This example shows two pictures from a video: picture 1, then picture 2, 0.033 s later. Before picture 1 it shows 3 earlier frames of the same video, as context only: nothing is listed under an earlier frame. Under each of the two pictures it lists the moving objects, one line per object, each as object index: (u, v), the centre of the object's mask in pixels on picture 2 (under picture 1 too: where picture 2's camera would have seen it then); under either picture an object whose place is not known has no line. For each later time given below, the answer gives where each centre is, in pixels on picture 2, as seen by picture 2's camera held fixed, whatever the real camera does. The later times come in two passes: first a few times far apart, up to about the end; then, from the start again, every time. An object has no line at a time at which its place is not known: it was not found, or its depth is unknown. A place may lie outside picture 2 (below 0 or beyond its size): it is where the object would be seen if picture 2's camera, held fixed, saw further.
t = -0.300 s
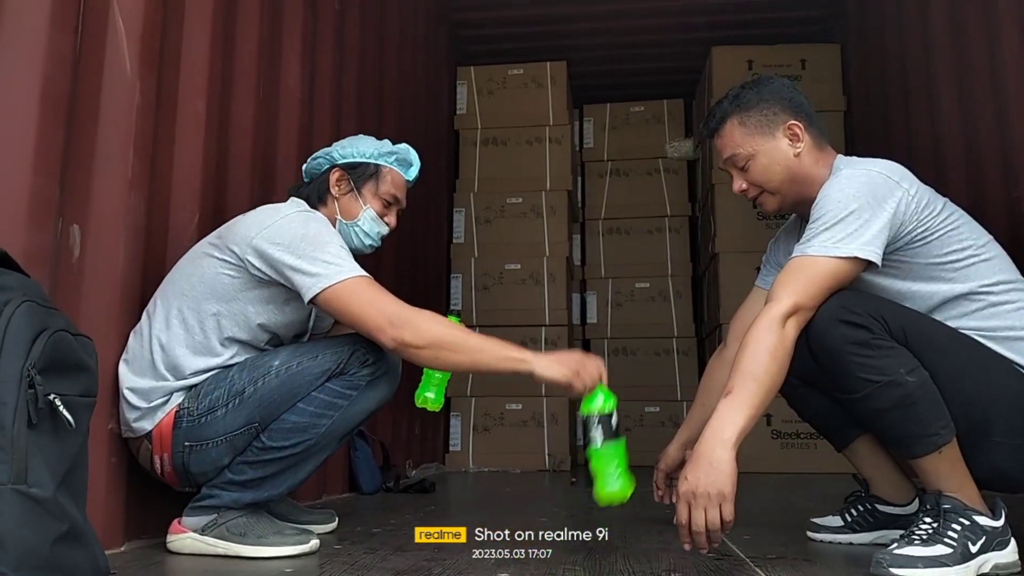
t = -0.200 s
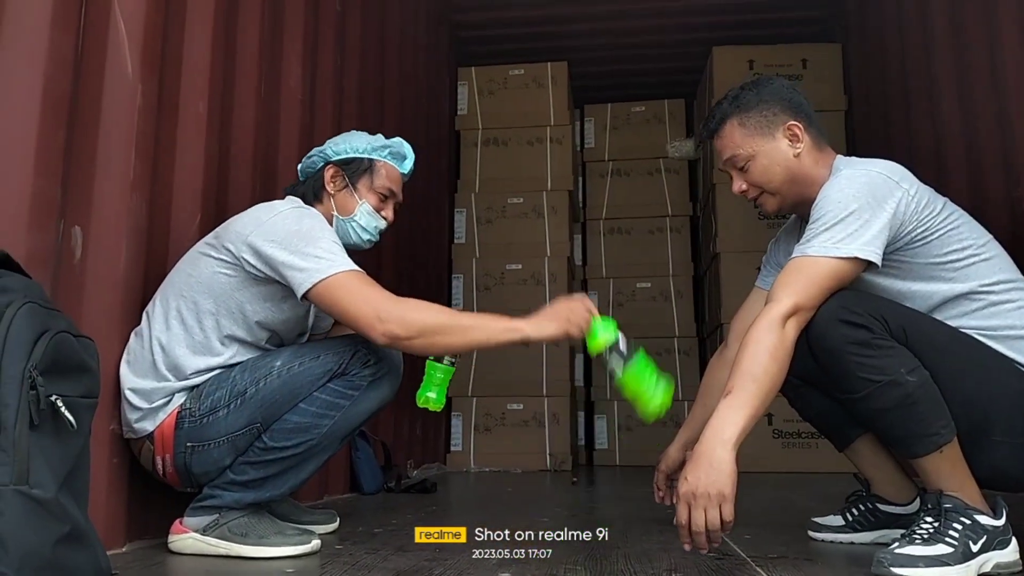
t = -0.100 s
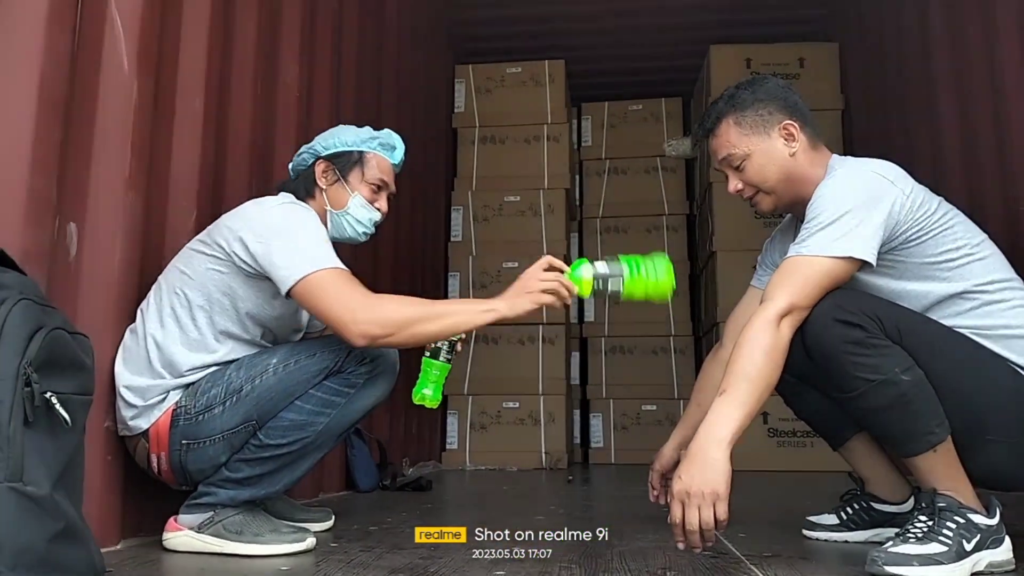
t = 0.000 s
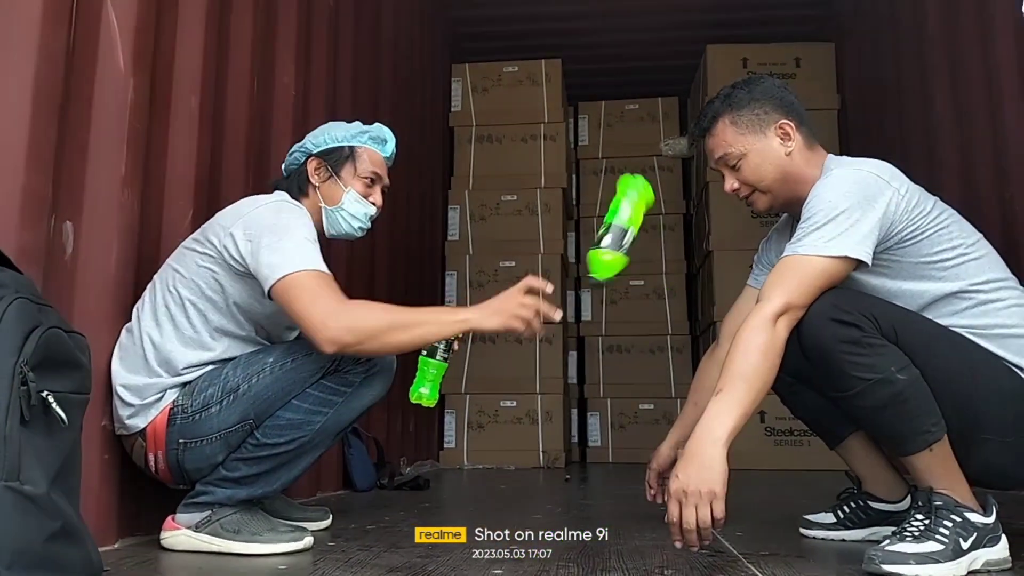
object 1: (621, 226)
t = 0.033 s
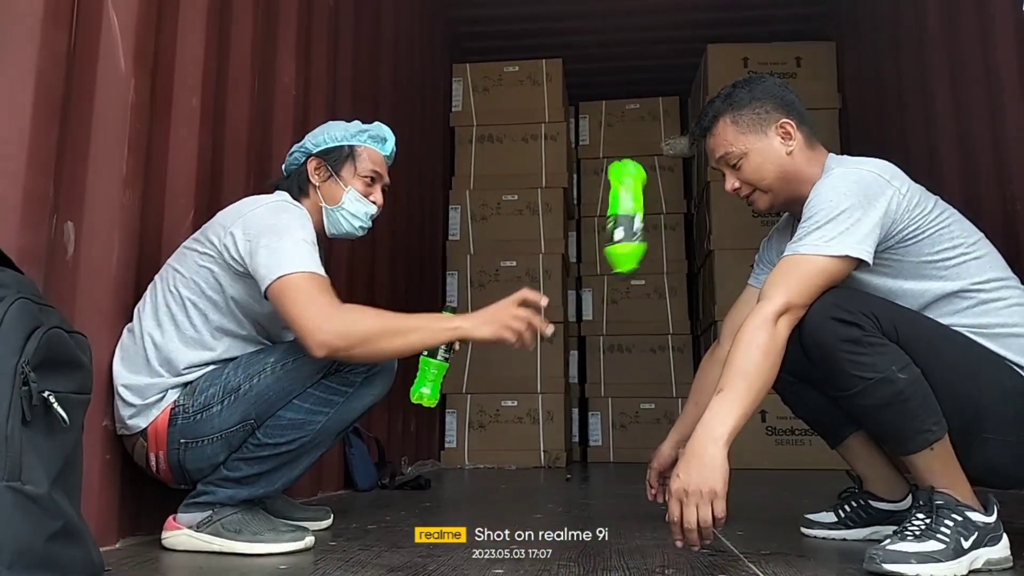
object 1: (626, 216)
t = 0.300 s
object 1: (605, 265)
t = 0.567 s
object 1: (570, 495)
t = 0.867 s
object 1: (559, 545)
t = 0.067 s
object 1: (631, 206)
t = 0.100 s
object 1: (633, 198)
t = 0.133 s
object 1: (632, 194)
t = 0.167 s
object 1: (629, 194)
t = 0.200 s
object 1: (622, 201)
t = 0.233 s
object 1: (616, 215)
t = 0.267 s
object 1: (610, 237)
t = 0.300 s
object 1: (605, 265)
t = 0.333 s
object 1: (599, 301)
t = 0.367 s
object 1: (593, 346)
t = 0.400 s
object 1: (588, 399)
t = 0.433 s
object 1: (583, 461)
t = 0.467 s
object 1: (581, 495)
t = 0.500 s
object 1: (578, 494)
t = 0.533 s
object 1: (573, 495)
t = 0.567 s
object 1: (570, 495)
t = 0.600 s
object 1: (567, 495)
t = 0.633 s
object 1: (564, 496)
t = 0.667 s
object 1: (562, 498)
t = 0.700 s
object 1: (561, 502)
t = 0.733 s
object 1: (560, 509)
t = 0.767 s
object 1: (560, 519)
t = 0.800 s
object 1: (561, 542)
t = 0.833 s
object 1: (560, 545)
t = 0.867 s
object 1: (559, 545)
